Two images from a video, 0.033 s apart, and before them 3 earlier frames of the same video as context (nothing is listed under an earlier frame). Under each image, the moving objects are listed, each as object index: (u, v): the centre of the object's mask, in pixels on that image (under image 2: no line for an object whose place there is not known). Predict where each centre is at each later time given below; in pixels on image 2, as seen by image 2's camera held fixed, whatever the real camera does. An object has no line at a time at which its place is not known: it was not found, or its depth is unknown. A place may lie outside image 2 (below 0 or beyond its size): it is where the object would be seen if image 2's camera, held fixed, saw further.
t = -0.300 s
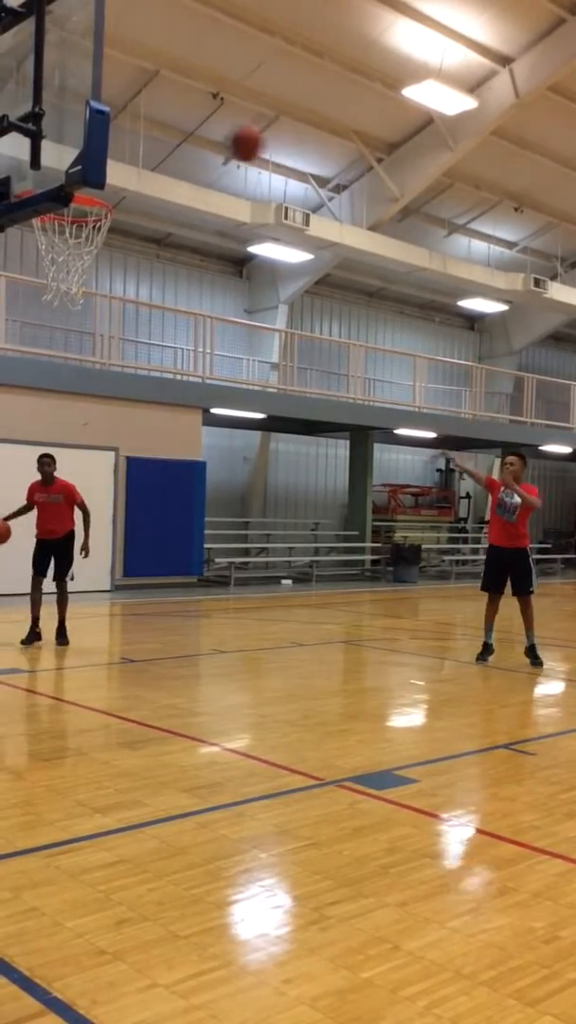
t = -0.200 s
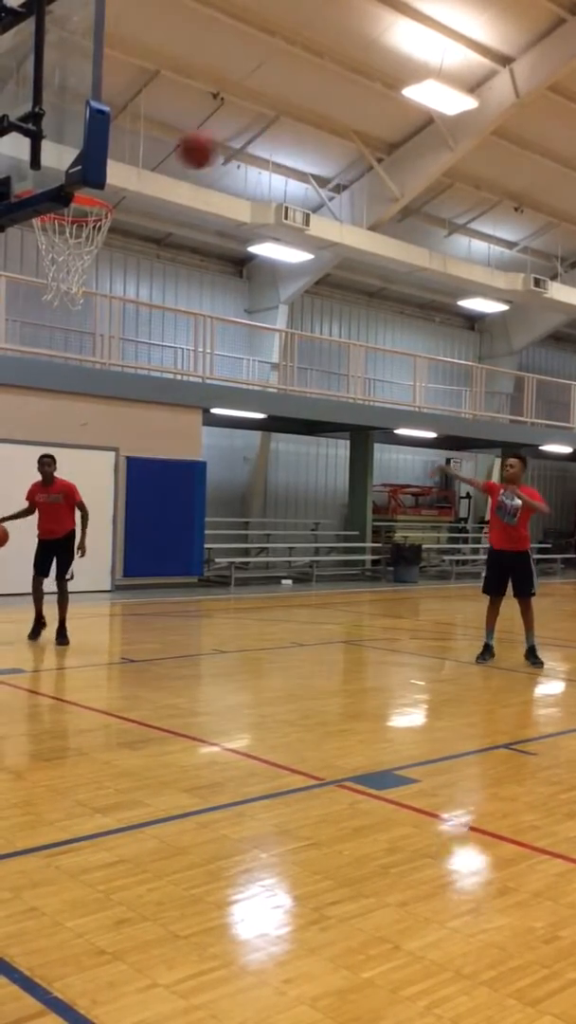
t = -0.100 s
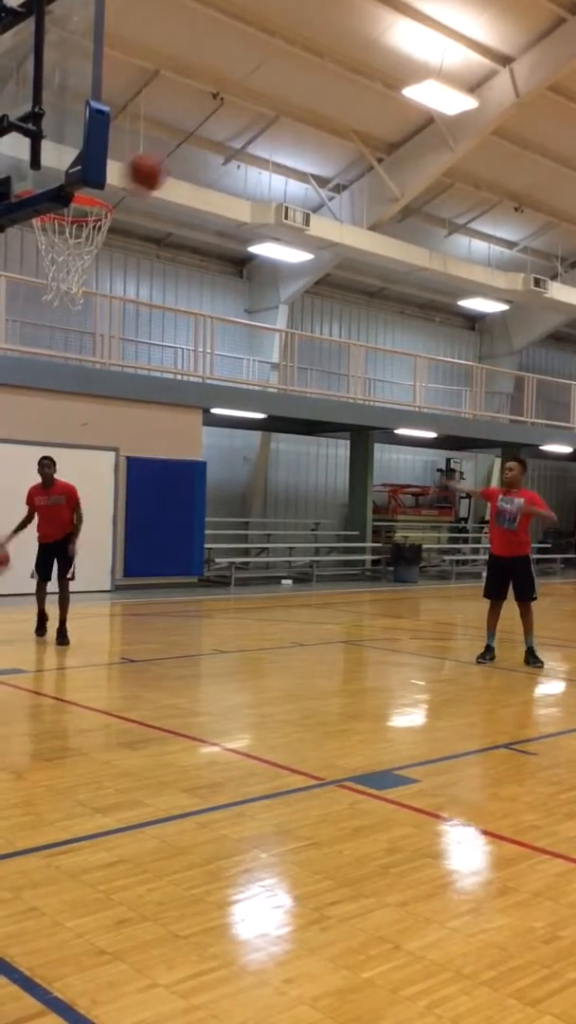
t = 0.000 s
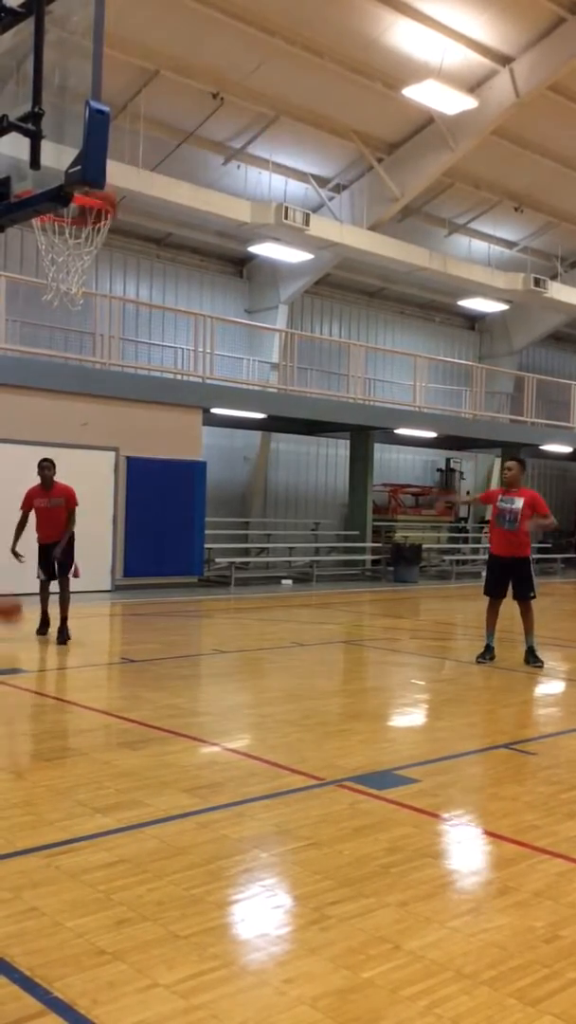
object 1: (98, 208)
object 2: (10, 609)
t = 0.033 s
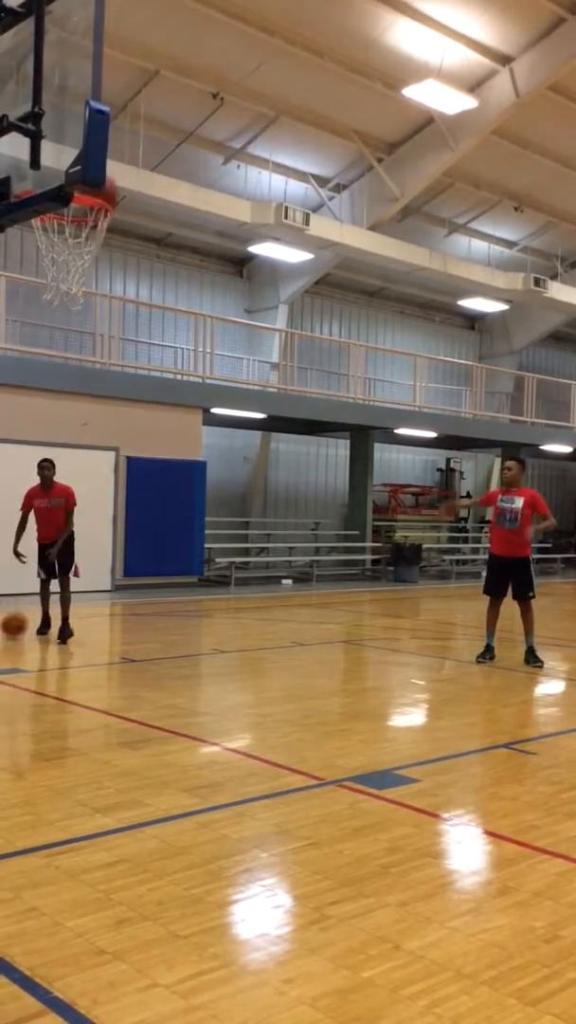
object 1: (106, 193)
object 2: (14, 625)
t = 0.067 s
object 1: (106, 188)
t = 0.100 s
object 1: (107, 183)
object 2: (25, 599)
